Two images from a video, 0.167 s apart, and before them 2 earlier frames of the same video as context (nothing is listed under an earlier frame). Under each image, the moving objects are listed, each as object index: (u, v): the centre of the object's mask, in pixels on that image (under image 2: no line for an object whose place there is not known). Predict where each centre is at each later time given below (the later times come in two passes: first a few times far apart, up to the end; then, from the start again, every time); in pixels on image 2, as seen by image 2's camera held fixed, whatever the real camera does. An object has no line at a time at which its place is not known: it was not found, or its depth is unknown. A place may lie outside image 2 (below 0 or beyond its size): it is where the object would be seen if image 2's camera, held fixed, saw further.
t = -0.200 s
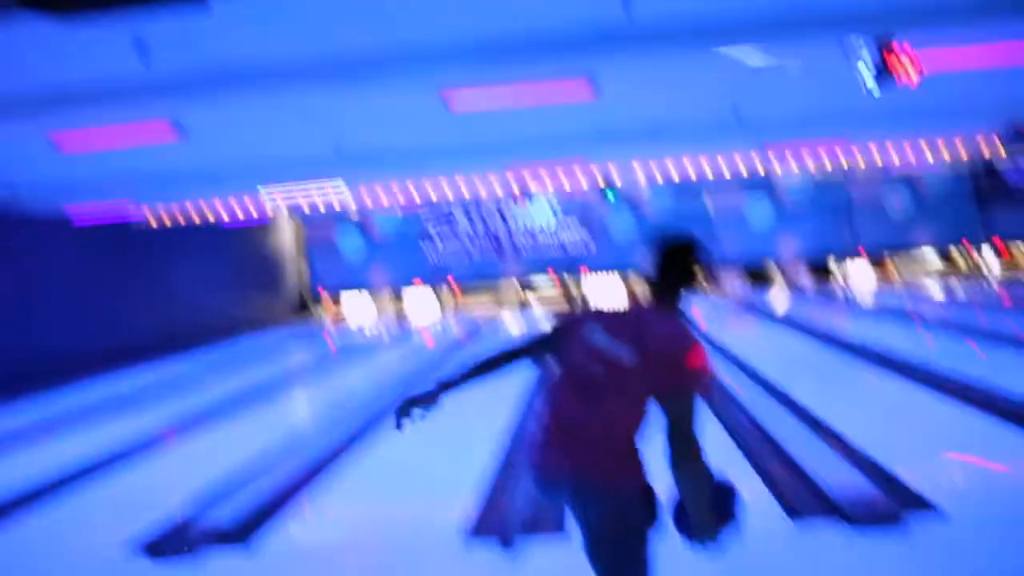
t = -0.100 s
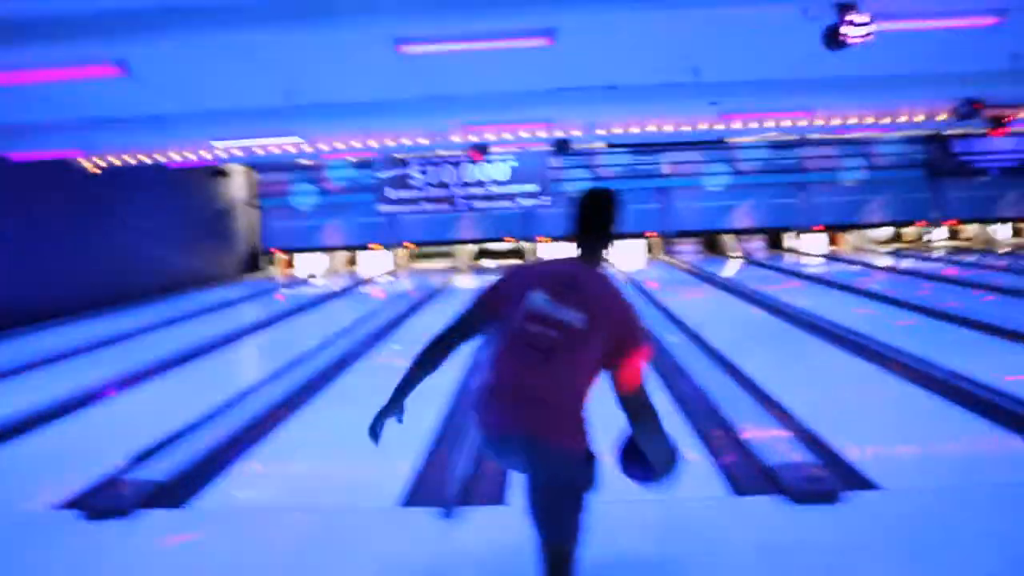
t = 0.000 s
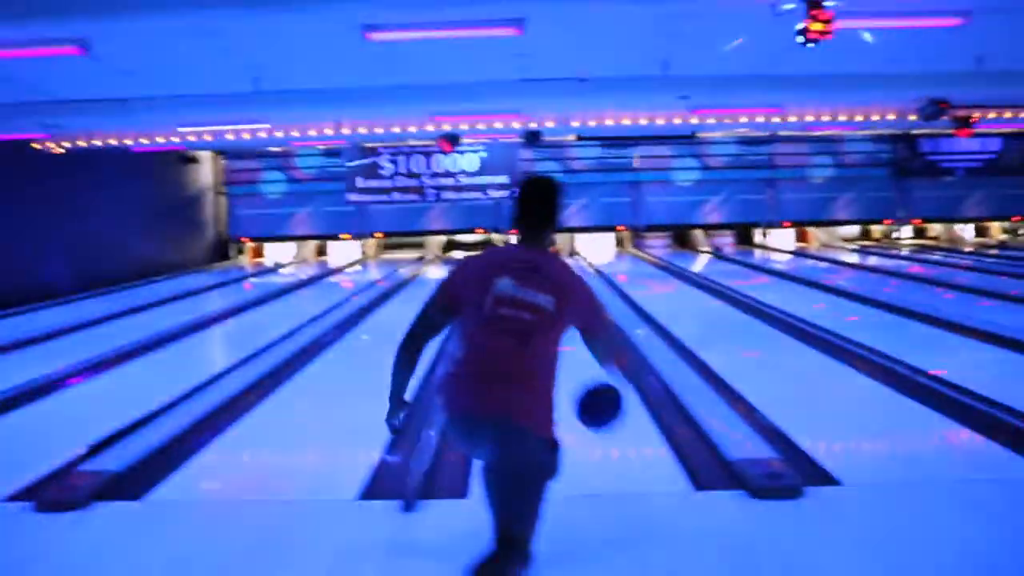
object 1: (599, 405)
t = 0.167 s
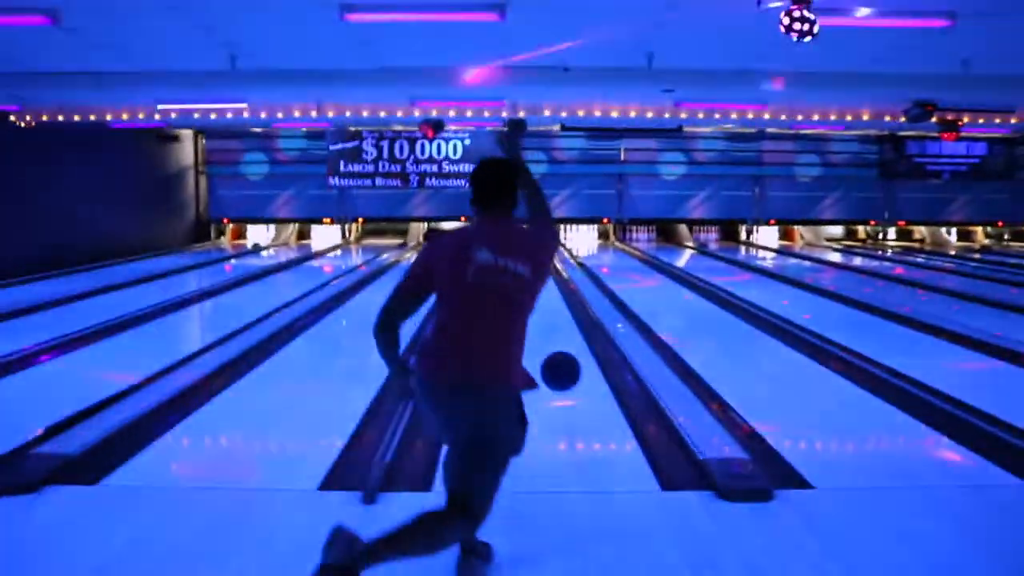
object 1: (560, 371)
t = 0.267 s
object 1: (557, 381)
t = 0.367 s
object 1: (552, 376)
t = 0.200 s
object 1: (557, 373)
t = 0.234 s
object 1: (557, 376)
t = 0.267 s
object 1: (557, 381)
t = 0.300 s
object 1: (553, 388)
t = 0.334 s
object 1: (552, 387)
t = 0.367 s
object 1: (552, 376)
